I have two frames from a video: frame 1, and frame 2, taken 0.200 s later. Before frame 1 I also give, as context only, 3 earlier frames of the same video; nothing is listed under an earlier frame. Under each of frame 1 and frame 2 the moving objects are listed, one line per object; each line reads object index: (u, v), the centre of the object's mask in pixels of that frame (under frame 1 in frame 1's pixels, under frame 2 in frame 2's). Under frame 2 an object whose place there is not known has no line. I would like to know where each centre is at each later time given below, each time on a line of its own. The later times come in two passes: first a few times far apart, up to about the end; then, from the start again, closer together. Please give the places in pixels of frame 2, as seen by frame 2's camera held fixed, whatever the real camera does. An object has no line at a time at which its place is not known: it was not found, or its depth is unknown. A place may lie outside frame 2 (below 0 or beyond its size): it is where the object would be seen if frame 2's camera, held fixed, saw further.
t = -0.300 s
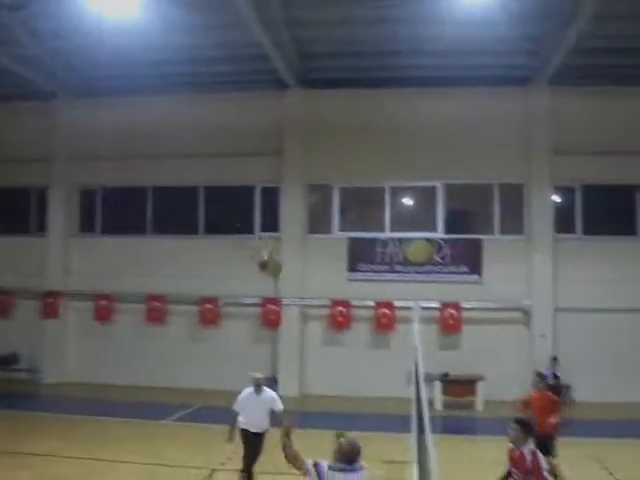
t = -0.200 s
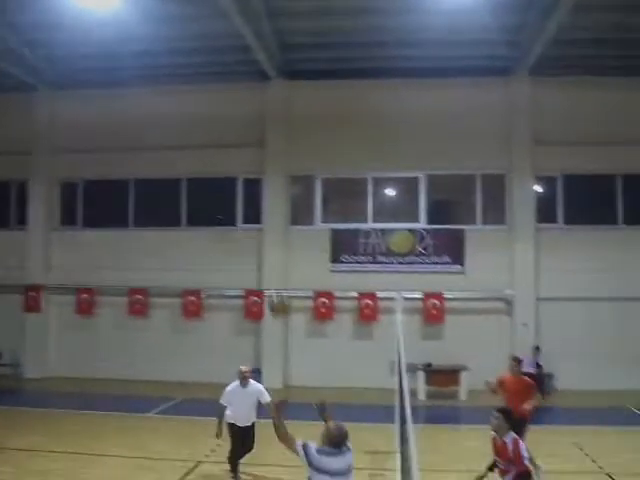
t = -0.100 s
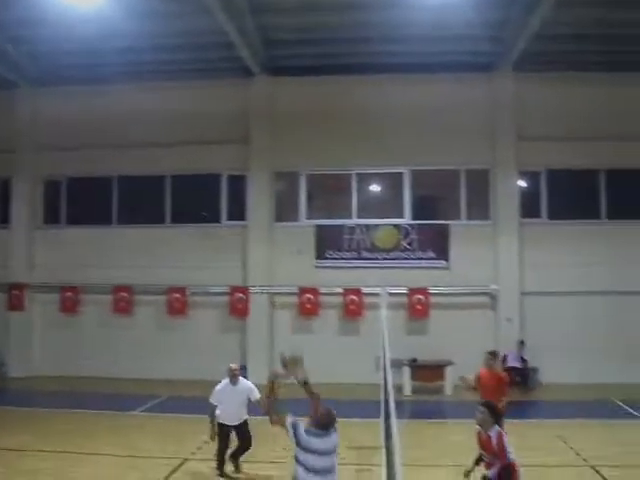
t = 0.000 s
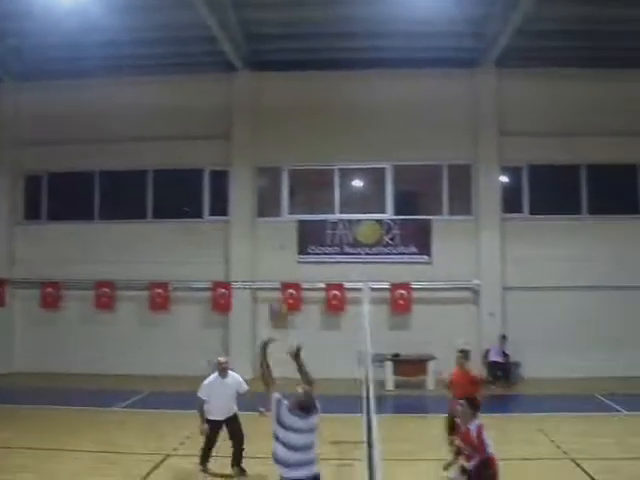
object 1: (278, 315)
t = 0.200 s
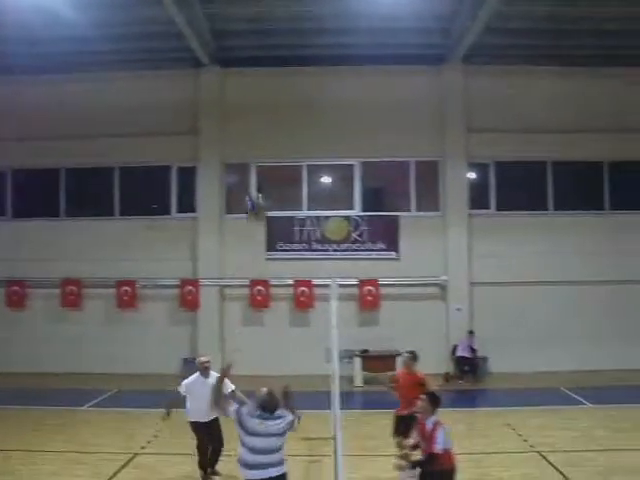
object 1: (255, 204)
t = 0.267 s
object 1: (258, 185)
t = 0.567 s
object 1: (270, 145)
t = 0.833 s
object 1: (278, 179)
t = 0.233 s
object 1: (256, 194)
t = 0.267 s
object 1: (258, 185)
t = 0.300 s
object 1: (259, 178)
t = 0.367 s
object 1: (263, 161)
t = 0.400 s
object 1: (264, 155)
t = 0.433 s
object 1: (264, 151)
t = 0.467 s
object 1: (266, 148)
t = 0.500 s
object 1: (267, 146)
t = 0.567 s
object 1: (270, 145)
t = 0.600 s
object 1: (271, 146)
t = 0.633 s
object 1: (273, 147)
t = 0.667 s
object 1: (274, 150)
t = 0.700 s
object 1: (274, 155)
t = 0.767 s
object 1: (276, 165)
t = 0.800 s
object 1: (278, 174)
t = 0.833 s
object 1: (278, 179)
